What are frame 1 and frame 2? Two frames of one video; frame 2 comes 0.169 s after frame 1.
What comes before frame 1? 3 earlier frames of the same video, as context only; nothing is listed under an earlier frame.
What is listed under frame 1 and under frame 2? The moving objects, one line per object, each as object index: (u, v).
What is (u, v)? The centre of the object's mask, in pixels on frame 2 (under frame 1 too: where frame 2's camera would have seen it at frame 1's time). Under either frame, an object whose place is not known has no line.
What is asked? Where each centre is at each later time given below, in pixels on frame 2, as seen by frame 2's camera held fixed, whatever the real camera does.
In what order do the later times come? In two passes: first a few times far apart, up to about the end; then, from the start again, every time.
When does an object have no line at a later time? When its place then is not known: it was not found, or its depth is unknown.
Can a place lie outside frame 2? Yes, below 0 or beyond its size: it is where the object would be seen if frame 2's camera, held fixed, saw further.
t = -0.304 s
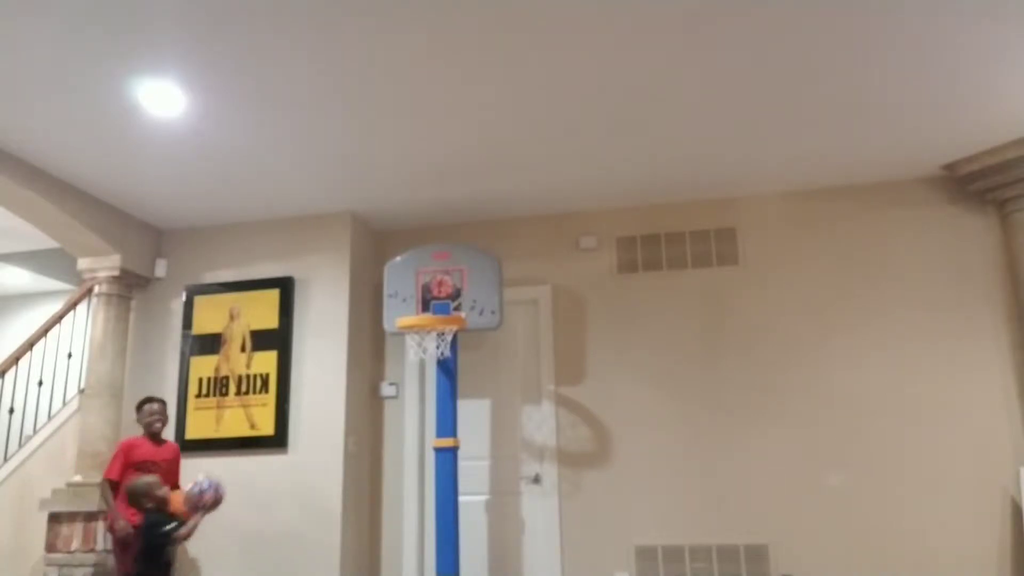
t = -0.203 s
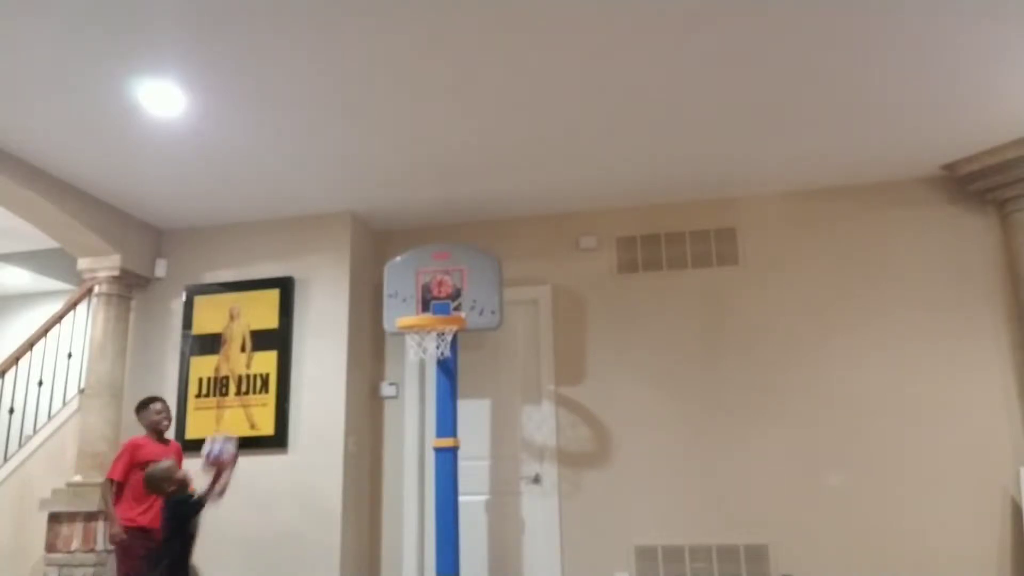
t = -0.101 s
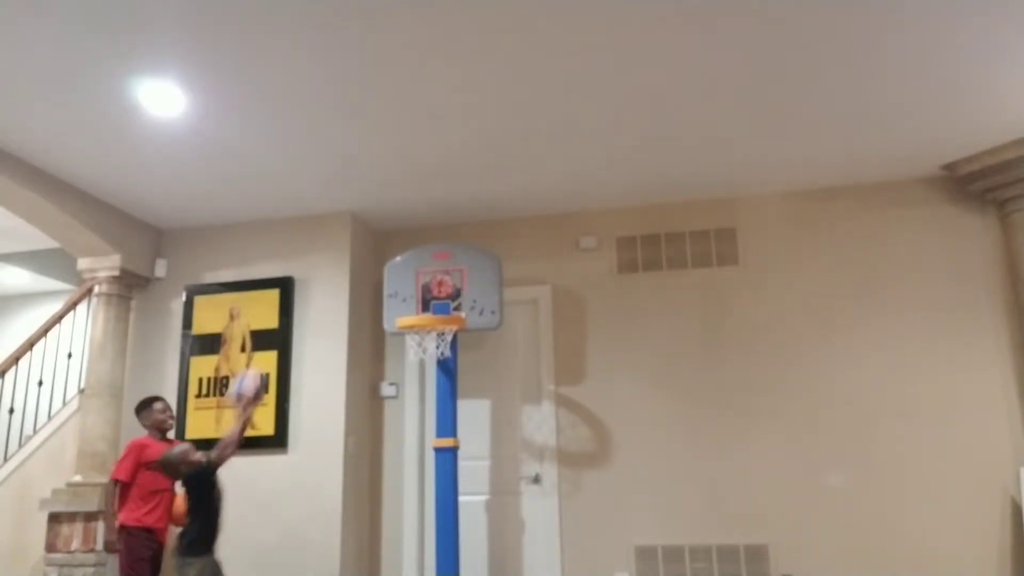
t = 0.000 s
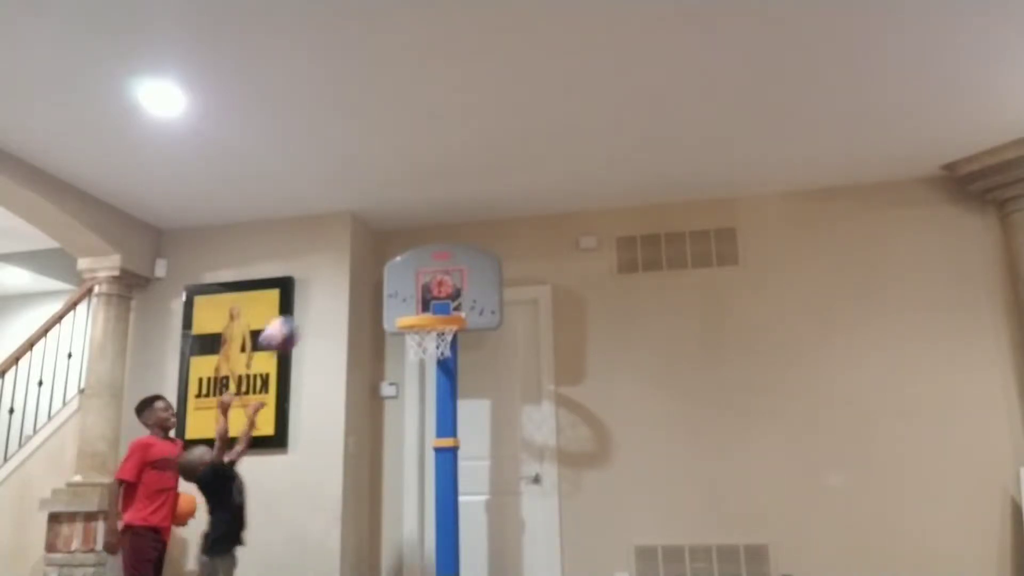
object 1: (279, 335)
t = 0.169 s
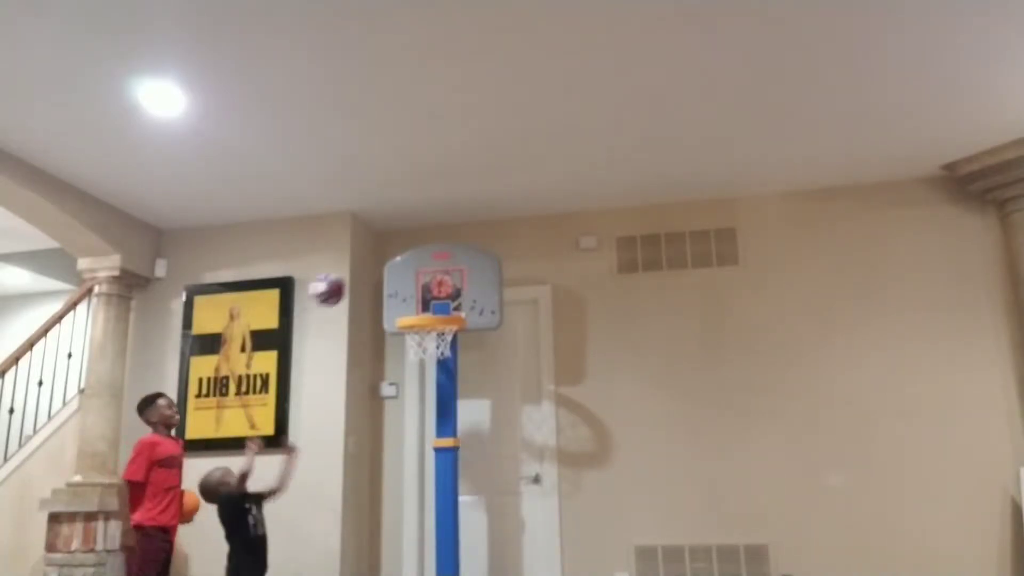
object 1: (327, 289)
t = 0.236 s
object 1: (347, 285)
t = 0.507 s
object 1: (381, 321)
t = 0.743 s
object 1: (359, 433)
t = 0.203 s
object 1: (337, 287)
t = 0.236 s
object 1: (347, 285)
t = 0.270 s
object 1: (355, 285)
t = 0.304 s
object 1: (363, 287)
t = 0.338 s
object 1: (372, 291)
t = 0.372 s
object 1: (380, 298)
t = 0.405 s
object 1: (388, 307)
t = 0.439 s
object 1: (386, 310)
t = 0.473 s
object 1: (384, 315)
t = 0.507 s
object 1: (381, 321)
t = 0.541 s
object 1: (378, 329)
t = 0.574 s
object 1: (375, 340)
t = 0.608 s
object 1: (372, 354)
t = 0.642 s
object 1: (370, 370)
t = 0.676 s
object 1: (367, 389)
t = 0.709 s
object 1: (363, 409)
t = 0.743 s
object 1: (359, 433)
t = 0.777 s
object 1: (356, 458)
